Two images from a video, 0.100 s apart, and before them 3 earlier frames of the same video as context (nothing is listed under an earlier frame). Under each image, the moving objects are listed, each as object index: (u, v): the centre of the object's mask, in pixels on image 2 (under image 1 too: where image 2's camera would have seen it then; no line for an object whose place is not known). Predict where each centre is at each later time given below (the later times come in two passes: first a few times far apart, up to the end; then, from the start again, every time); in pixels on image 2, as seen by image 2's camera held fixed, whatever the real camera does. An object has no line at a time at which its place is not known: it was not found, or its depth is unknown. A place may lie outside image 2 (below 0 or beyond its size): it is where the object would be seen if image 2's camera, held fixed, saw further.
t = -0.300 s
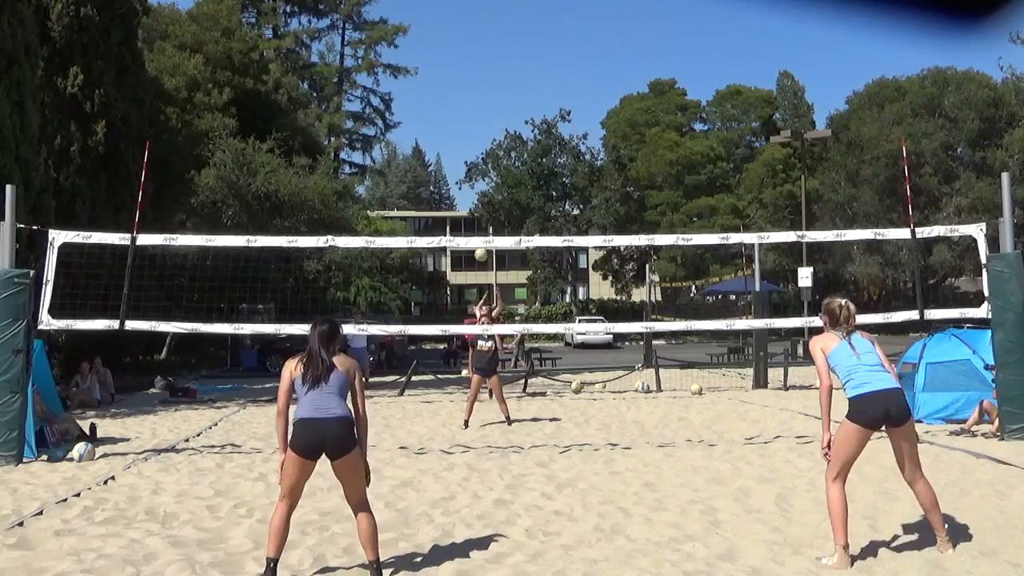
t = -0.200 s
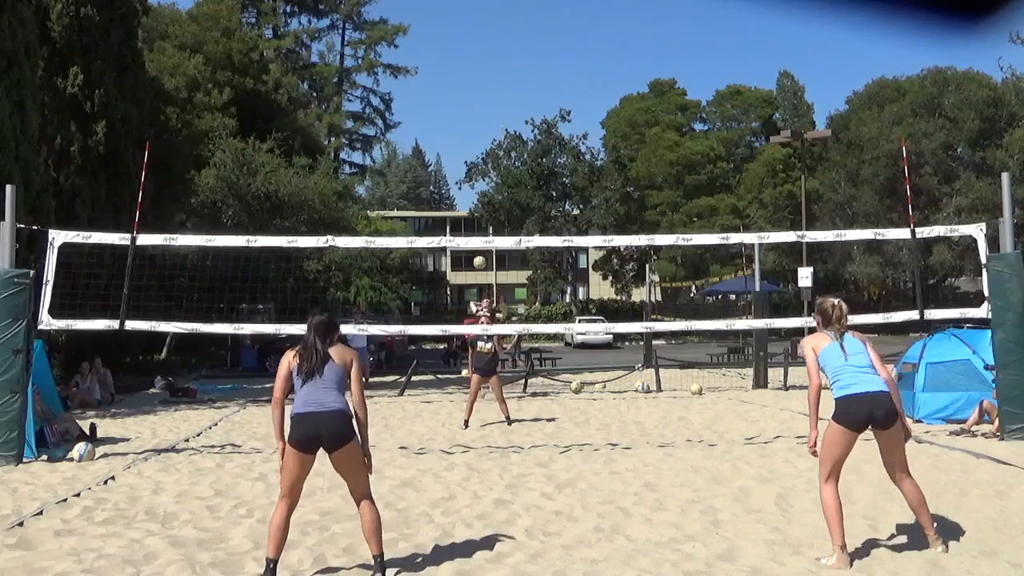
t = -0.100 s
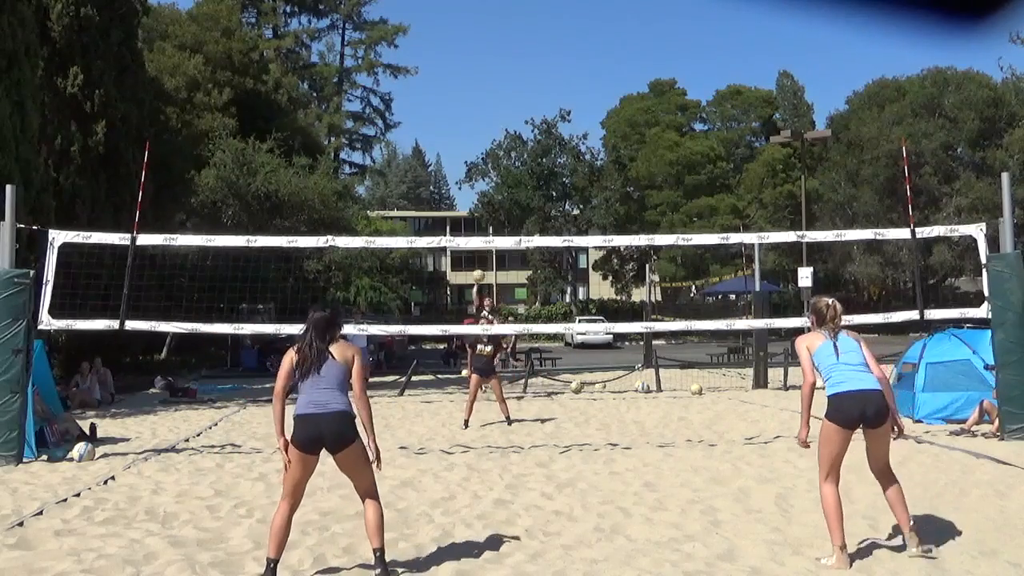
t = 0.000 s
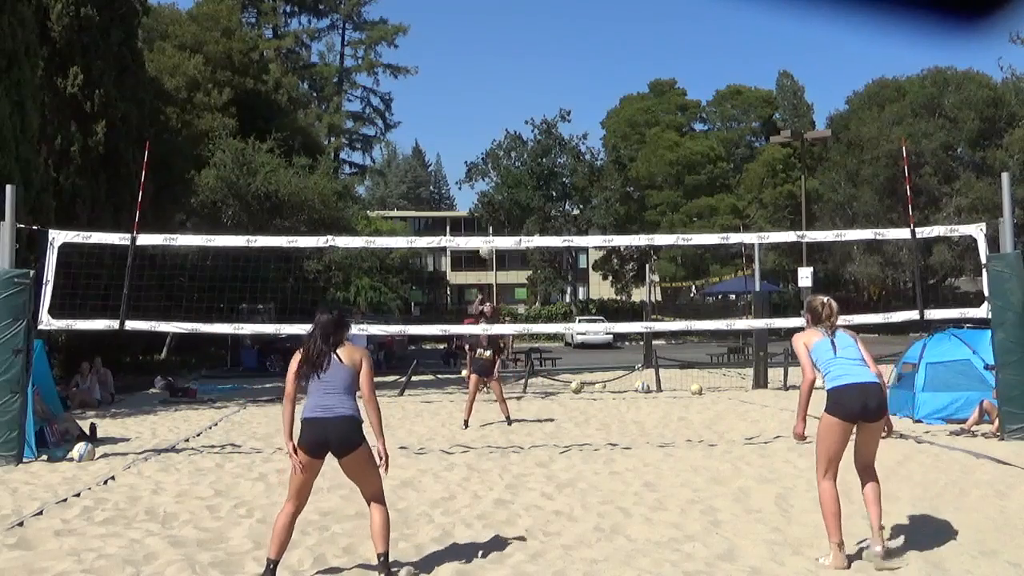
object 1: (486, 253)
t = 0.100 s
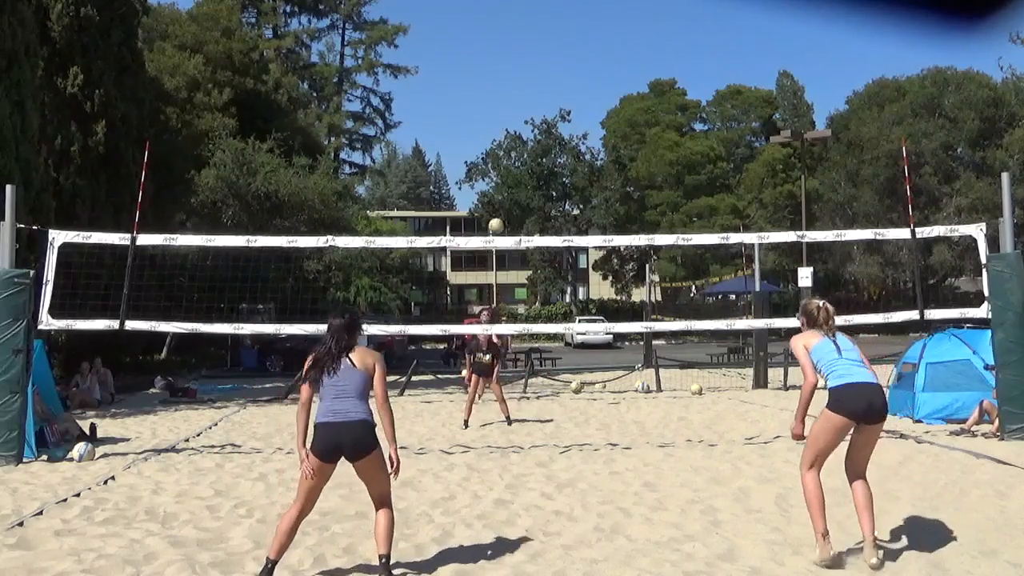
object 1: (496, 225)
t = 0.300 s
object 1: (517, 188)
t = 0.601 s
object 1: (557, 190)
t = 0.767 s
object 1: (585, 242)
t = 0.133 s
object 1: (499, 218)
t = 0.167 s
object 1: (503, 211)
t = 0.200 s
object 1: (506, 204)
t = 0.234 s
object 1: (510, 198)
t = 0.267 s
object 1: (514, 193)
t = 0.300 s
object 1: (517, 188)
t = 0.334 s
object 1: (522, 185)
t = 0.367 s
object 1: (525, 182)
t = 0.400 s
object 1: (530, 180)
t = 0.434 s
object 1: (534, 179)
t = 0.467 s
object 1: (538, 179)
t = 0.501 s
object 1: (543, 179)
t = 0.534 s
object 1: (548, 182)
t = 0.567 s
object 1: (552, 185)
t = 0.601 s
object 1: (557, 190)
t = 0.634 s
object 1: (562, 195)
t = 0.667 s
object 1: (567, 205)
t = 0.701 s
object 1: (573, 215)
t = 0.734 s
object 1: (578, 226)
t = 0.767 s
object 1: (585, 242)
